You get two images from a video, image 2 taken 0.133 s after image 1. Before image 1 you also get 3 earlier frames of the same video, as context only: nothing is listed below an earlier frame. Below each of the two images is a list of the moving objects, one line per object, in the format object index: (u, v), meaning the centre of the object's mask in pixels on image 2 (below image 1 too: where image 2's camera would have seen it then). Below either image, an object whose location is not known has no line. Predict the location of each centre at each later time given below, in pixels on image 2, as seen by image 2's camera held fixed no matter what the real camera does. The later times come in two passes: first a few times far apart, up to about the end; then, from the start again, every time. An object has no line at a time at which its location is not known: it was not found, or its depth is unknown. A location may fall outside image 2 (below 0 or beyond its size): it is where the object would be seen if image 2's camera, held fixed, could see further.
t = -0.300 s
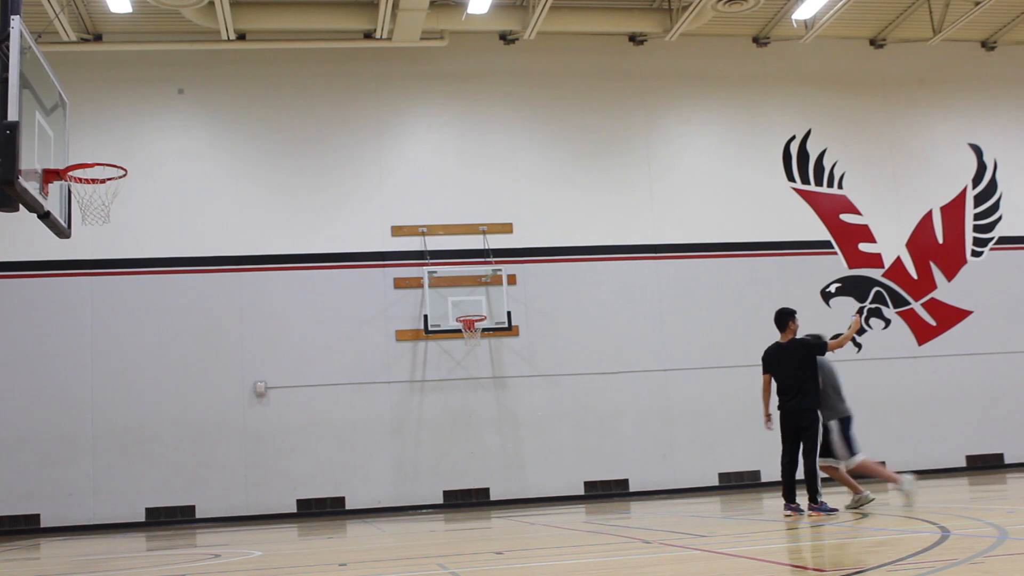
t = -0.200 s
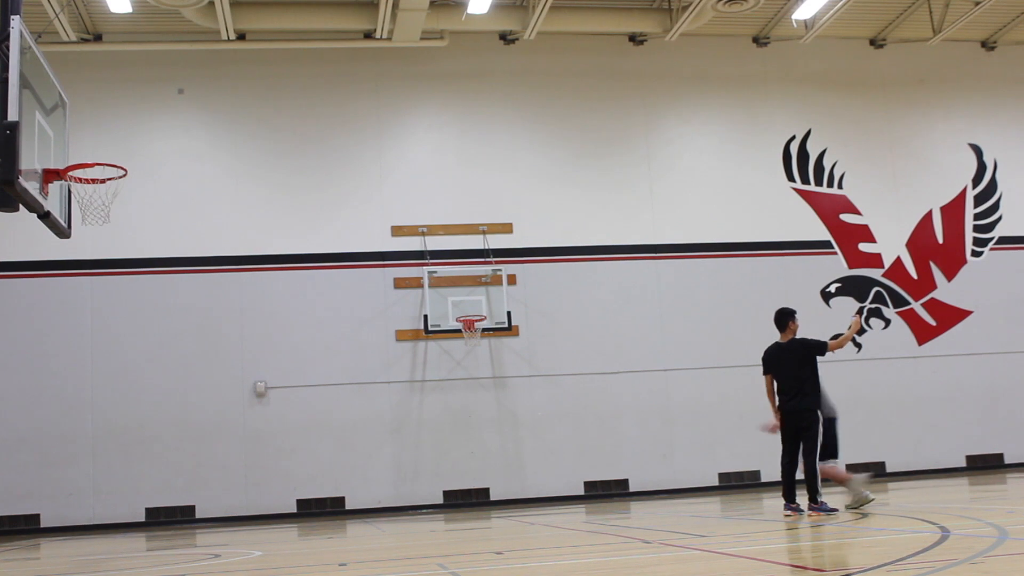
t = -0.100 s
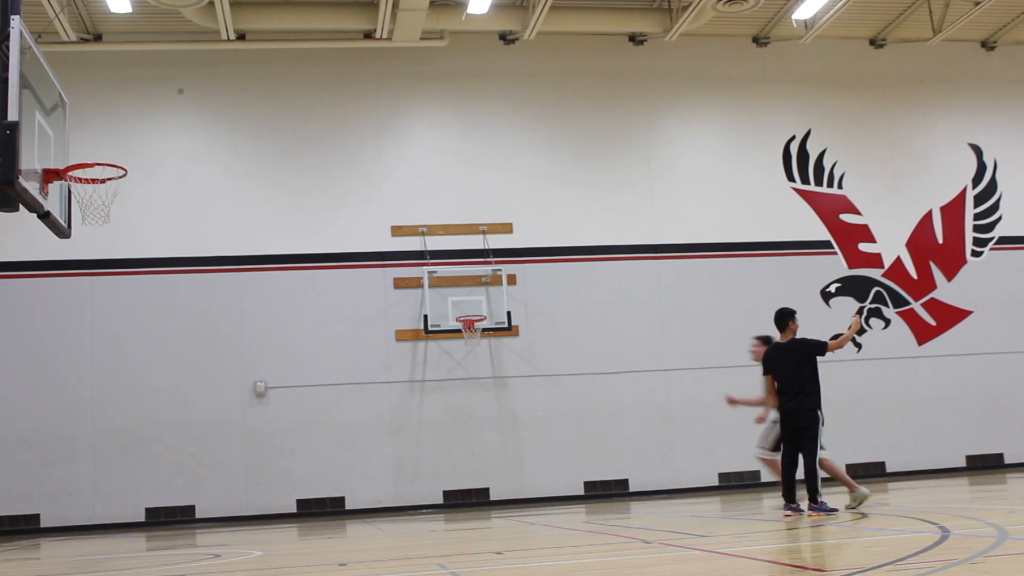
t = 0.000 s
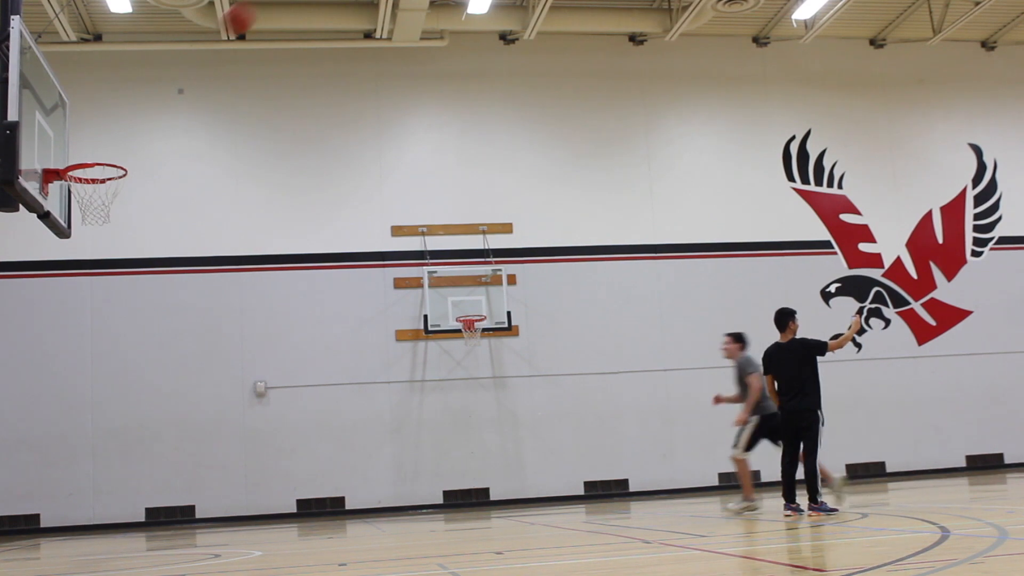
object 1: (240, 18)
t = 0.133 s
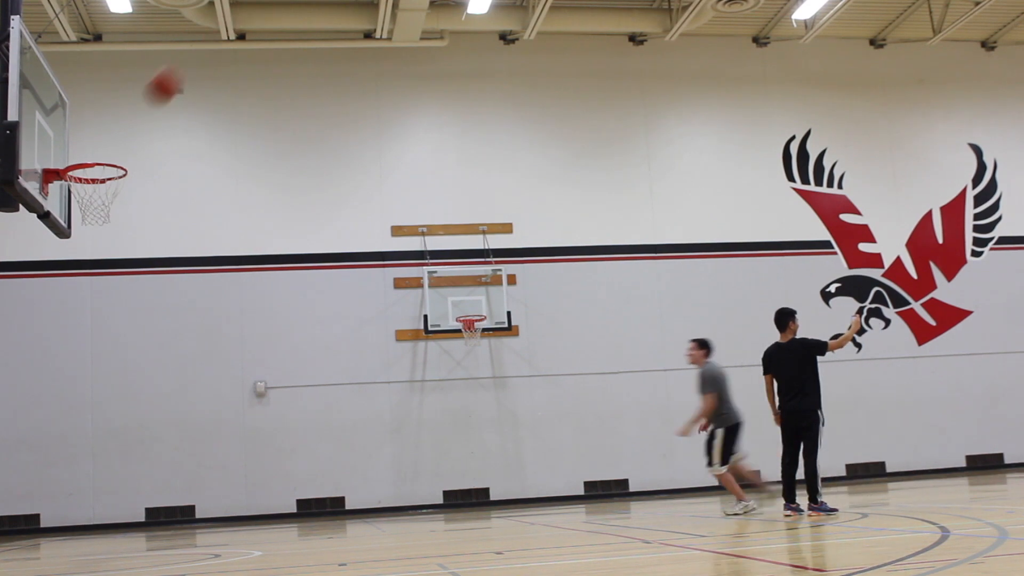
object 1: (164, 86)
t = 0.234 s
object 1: (108, 149)
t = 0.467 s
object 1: (74, 280)
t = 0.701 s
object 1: (66, 472)
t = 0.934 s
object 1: (100, 430)
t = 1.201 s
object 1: (163, 293)
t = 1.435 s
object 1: (222, 249)
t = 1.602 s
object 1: (267, 262)
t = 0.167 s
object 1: (146, 105)
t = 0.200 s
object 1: (127, 128)
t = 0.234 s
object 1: (108, 149)
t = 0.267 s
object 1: (89, 177)
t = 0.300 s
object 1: (80, 199)
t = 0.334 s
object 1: (78, 212)
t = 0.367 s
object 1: (77, 227)
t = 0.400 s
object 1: (76, 244)
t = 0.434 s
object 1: (75, 262)
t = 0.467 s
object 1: (74, 280)
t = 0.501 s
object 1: (73, 303)
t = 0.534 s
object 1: (72, 326)
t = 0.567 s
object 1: (71, 351)
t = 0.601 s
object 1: (70, 379)
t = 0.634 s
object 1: (69, 407)
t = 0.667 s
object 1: (67, 438)
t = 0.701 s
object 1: (66, 472)
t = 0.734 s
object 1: (64, 506)
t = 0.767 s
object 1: (63, 548)
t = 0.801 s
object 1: (68, 536)
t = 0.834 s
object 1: (76, 506)
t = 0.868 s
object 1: (84, 479)
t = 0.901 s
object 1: (92, 454)
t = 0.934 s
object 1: (100, 430)
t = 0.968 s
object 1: (107, 408)
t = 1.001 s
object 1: (115, 387)
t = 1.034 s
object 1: (123, 368)
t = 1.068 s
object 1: (130, 351)
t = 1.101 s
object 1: (139, 333)
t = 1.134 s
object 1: (147, 318)
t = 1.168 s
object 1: (155, 305)
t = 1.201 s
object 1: (163, 293)
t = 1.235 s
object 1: (171, 281)
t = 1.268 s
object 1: (180, 272)
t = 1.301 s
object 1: (188, 265)
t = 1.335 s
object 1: (197, 258)
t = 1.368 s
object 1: (205, 253)
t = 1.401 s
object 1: (213, 251)
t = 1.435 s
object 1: (222, 249)
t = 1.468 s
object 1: (231, 249)
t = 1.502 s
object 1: (240, 250)
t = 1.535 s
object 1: (249, 252)
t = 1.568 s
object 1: (258, 257)
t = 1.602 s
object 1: (267, 262)
